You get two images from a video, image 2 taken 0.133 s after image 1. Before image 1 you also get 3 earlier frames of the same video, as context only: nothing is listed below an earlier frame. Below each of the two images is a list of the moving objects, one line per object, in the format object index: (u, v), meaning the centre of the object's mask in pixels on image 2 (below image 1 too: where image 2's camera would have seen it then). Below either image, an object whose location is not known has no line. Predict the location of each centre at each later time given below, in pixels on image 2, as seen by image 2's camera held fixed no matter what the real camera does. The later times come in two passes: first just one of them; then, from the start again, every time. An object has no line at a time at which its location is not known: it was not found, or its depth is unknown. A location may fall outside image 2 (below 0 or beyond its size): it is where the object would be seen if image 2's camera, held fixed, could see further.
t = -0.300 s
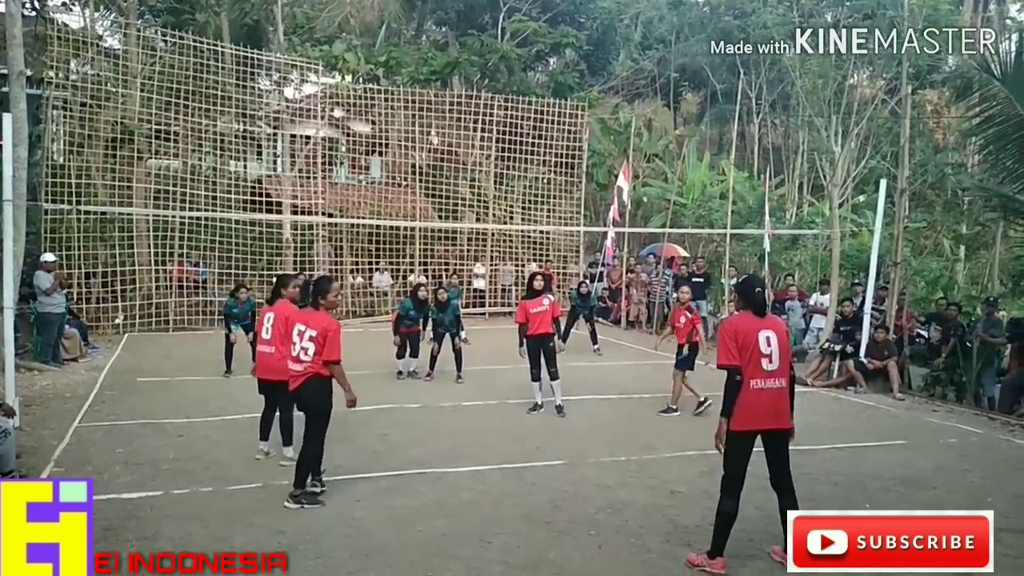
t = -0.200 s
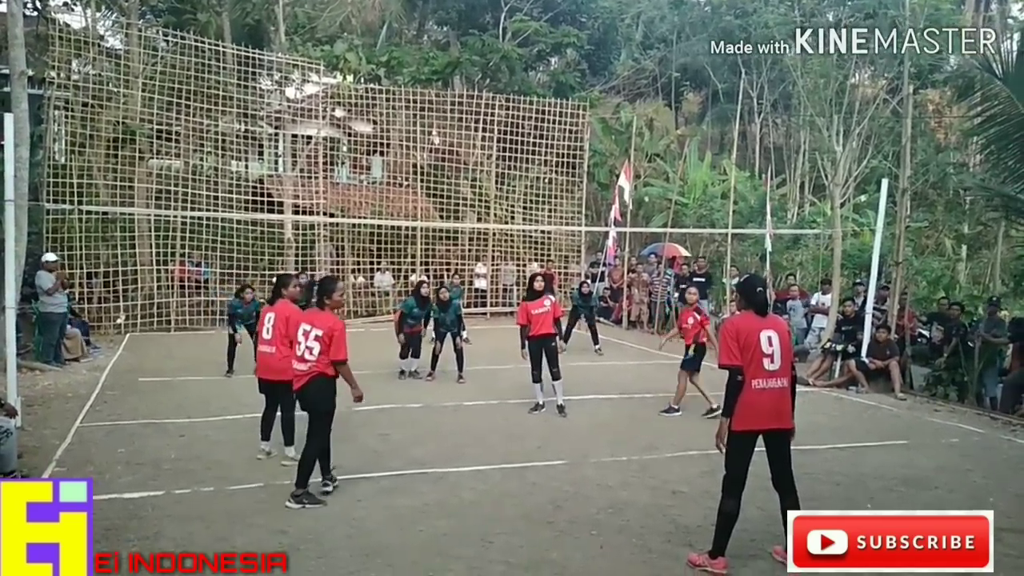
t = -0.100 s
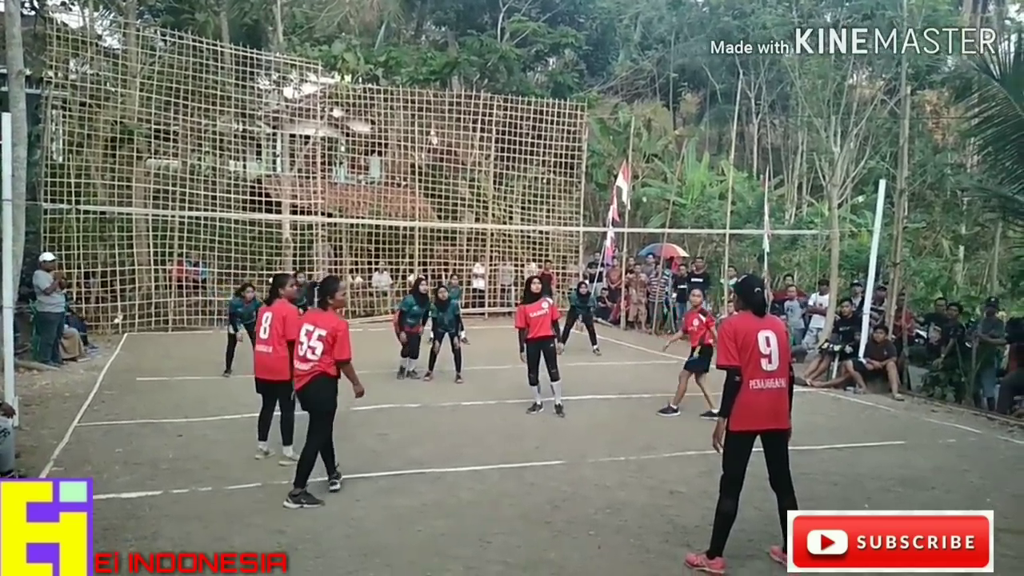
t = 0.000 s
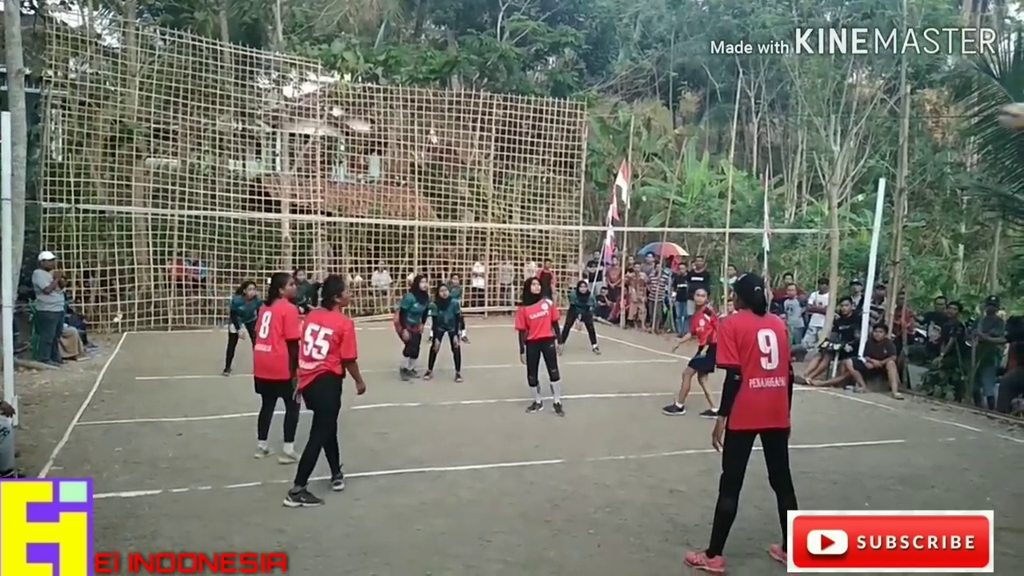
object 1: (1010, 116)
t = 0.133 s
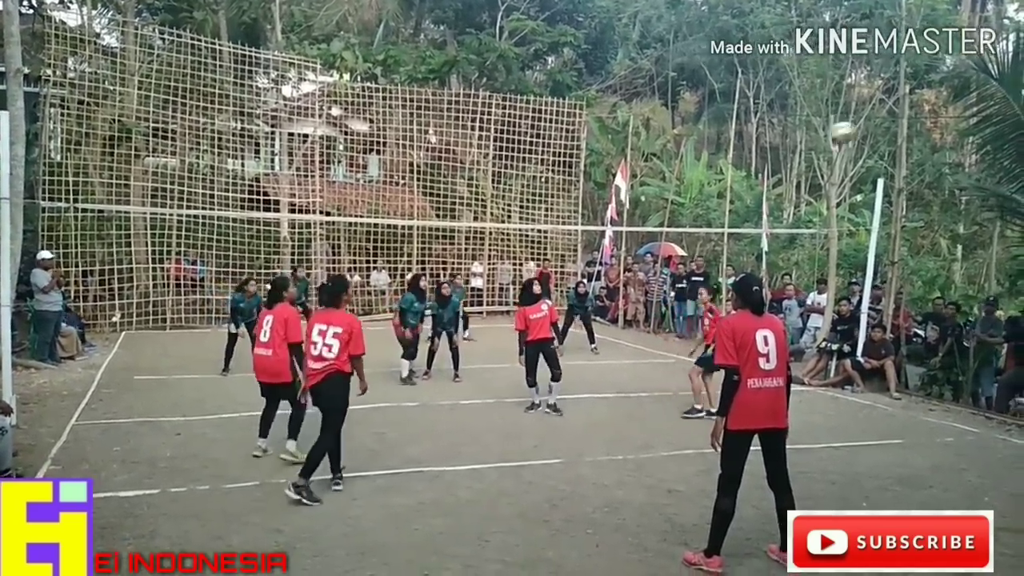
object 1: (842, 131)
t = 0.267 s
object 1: (737, 161)
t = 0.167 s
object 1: (811, 138)
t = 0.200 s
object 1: (783, 145)
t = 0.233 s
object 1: (759, 154)
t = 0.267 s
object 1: (737, 161)
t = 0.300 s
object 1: (717, 170)
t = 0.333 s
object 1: (698, 178)
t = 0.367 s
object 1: (682, 186)
